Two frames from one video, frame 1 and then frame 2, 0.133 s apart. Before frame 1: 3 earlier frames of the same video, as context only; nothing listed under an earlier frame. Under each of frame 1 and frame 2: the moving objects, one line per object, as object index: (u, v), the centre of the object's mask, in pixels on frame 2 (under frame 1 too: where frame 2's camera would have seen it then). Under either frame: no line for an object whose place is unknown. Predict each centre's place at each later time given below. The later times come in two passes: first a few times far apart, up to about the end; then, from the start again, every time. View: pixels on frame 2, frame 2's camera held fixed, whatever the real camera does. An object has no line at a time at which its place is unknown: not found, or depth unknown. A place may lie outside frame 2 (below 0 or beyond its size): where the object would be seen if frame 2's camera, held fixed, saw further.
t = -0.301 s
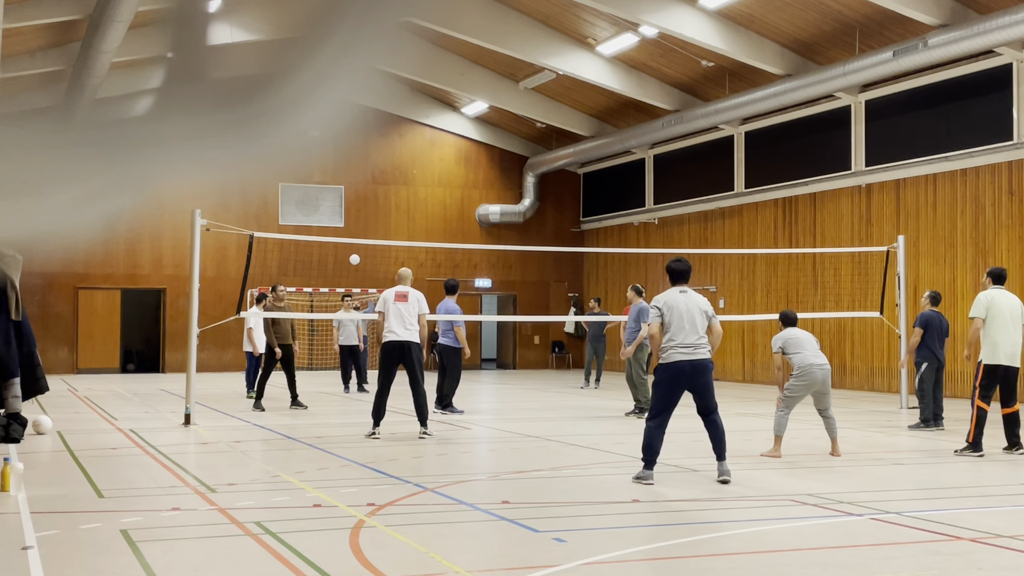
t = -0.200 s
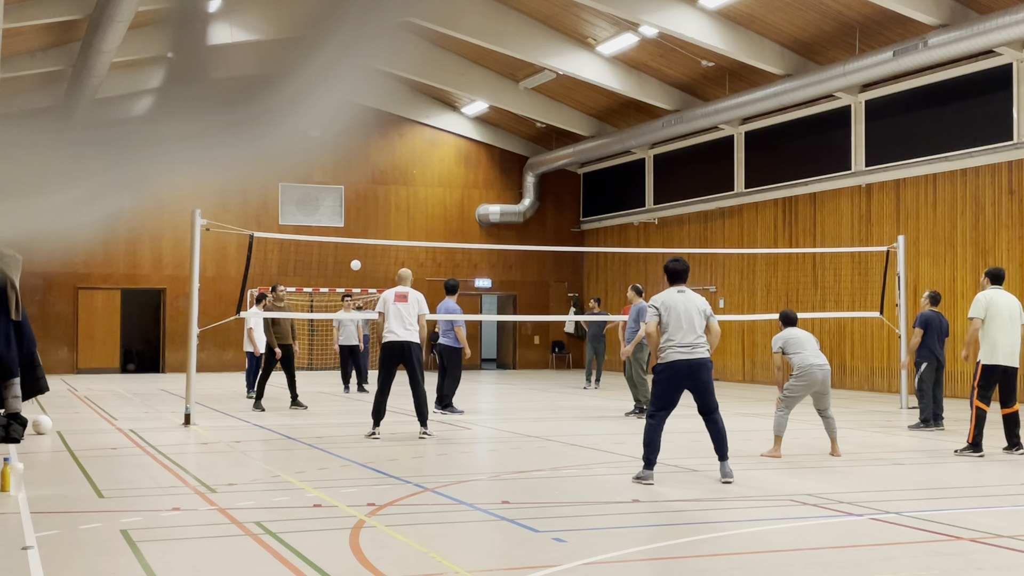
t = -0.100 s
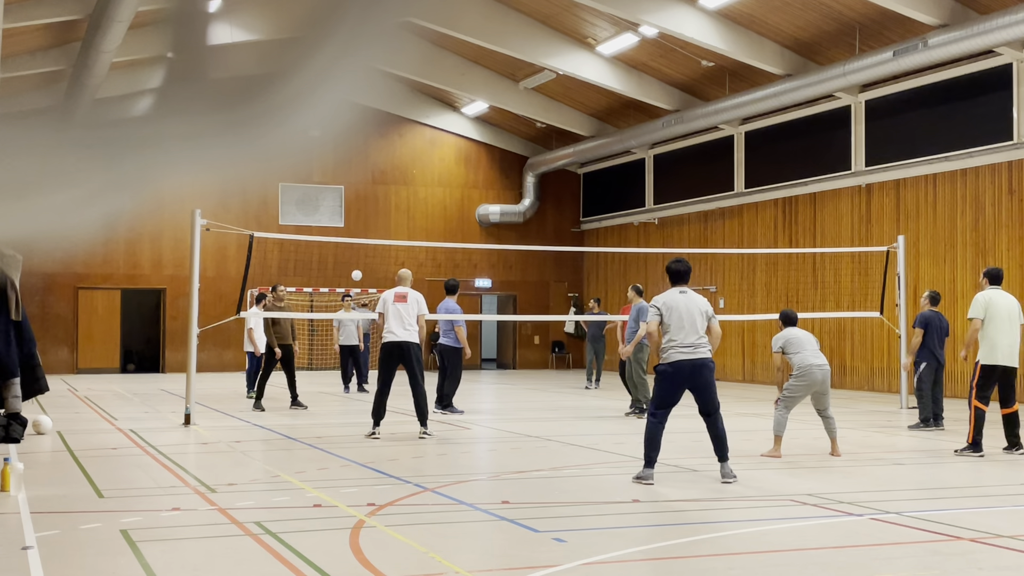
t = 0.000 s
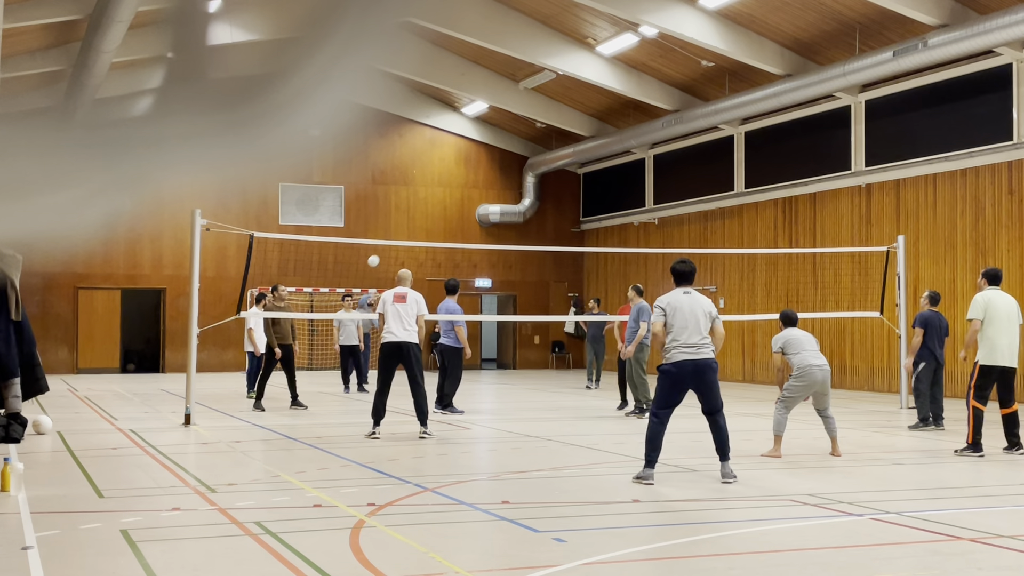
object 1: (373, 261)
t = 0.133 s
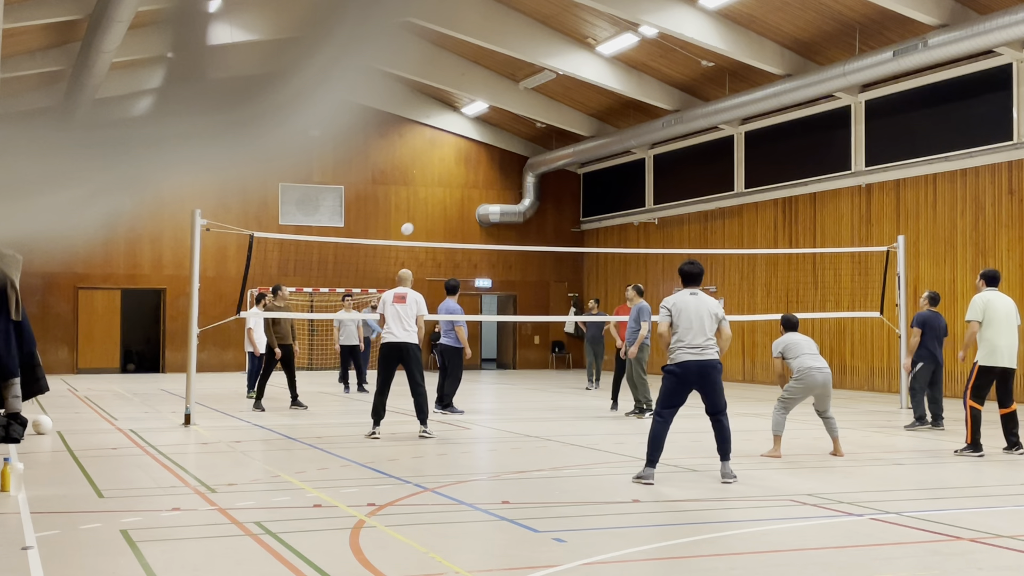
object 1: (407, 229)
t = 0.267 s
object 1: (444, 204)
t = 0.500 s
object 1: (521, 184)
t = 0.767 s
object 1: (636, 208)
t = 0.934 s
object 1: (724, 254)
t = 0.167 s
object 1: (416, 222)
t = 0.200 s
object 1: (425, 216)
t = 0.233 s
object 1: (434, 210)
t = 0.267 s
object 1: (444, 204)
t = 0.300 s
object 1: (454, 200)
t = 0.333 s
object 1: (464, 196)
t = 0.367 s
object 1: (475, 192)
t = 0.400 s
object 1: (486, 189)
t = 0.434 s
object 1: (498, 187)
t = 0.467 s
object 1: (510, 185)
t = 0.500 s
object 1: (521, 184)
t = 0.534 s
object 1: (535, 185)
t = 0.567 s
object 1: (548, 185)
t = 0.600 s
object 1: (561, 187)
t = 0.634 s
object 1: (575, 189)
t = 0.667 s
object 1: (590, 193)
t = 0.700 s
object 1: (605, 197)
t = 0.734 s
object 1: (620, 202)
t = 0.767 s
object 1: (636, 208)
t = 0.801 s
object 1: (652, 215)
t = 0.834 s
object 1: (669, 223)
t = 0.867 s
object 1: (687, 232)
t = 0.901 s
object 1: (705, 241)
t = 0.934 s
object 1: (724, 254)
